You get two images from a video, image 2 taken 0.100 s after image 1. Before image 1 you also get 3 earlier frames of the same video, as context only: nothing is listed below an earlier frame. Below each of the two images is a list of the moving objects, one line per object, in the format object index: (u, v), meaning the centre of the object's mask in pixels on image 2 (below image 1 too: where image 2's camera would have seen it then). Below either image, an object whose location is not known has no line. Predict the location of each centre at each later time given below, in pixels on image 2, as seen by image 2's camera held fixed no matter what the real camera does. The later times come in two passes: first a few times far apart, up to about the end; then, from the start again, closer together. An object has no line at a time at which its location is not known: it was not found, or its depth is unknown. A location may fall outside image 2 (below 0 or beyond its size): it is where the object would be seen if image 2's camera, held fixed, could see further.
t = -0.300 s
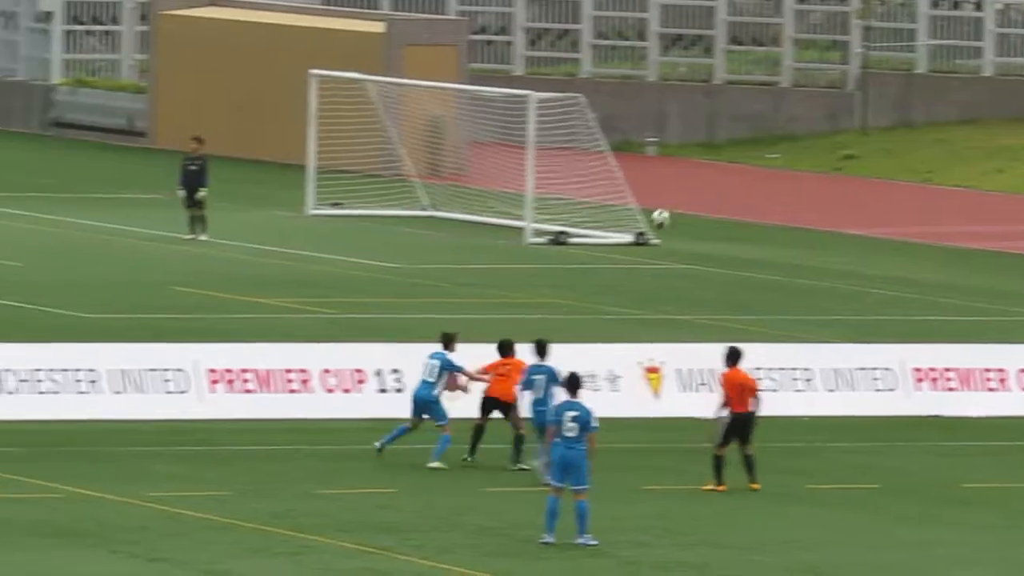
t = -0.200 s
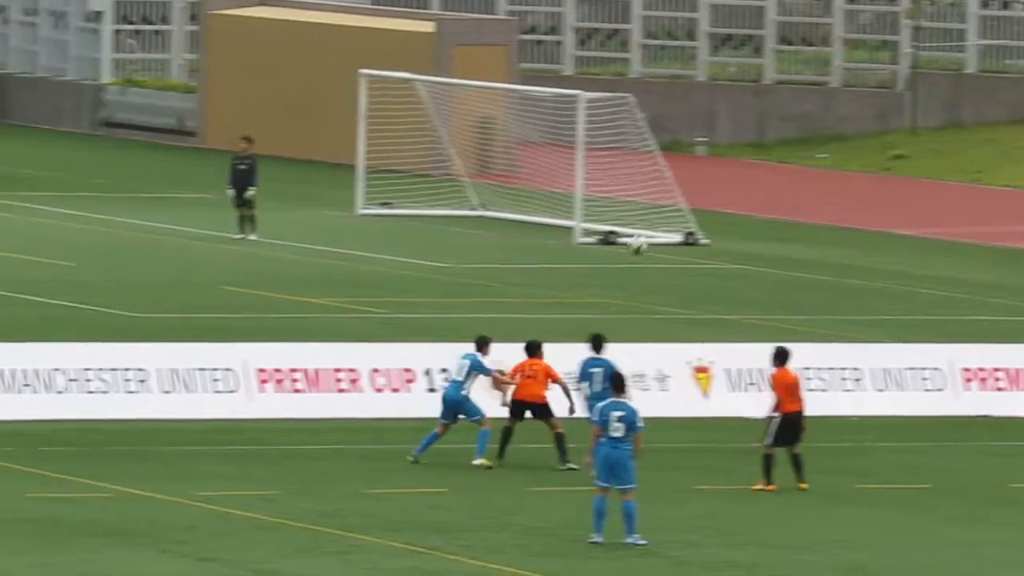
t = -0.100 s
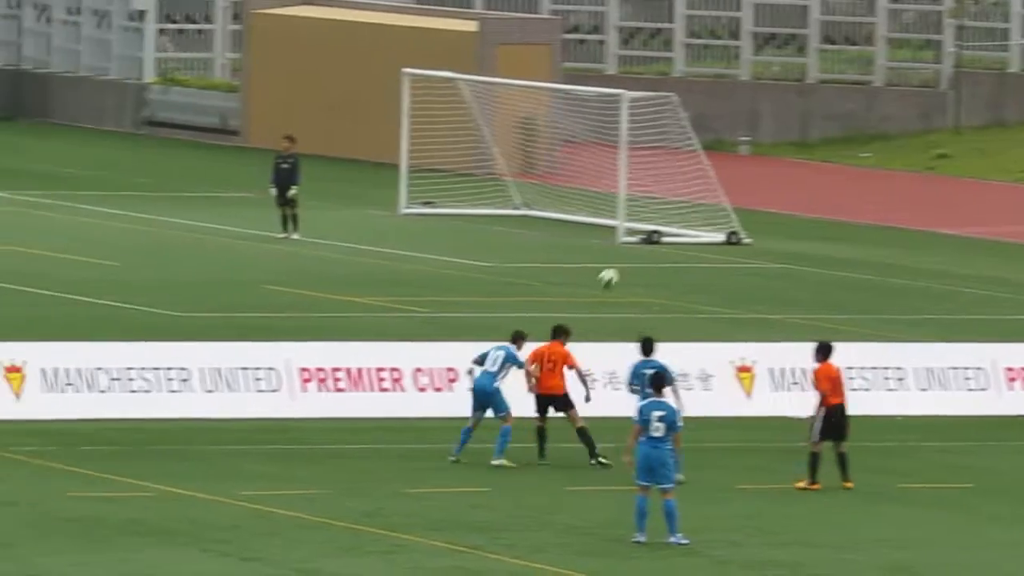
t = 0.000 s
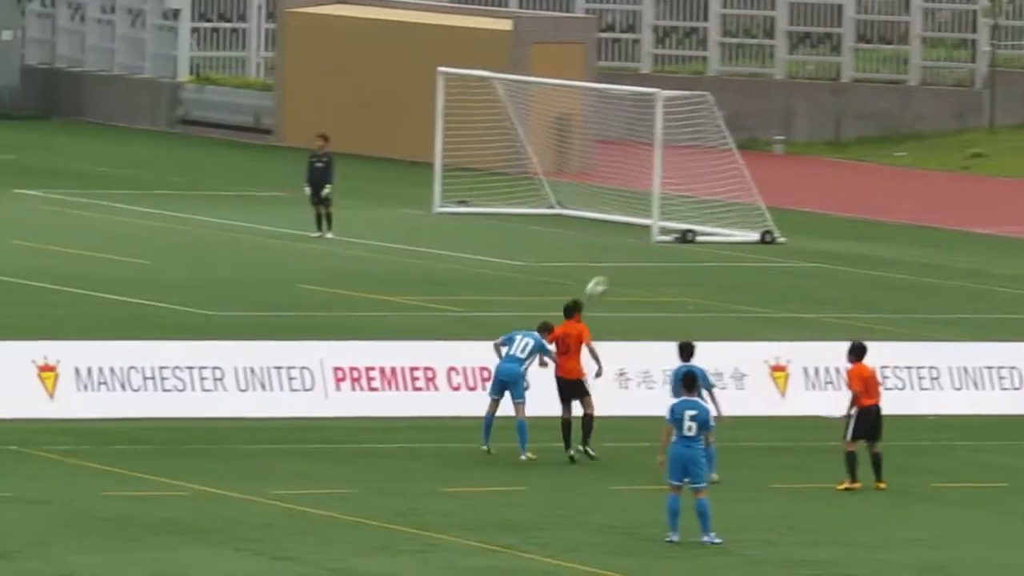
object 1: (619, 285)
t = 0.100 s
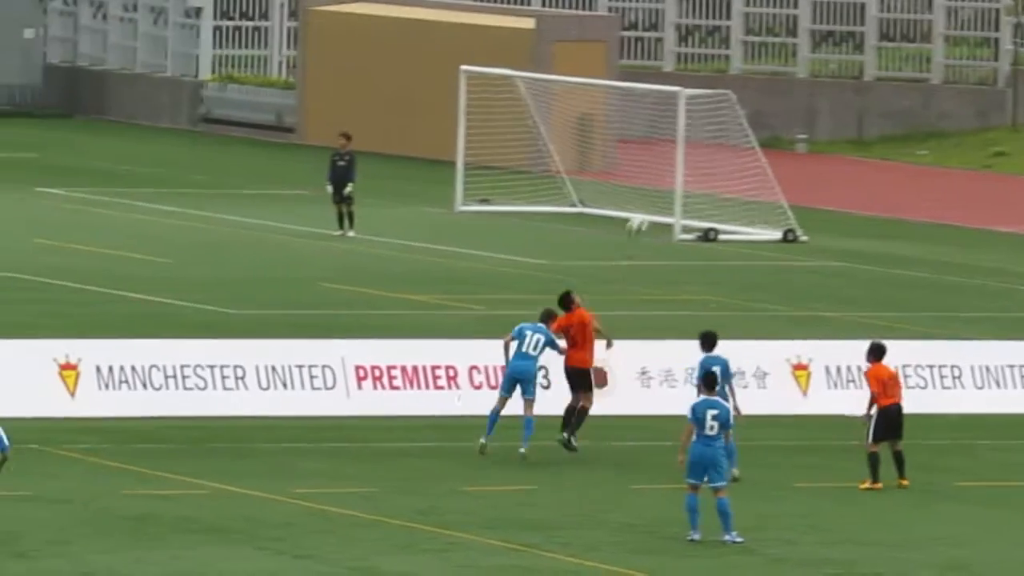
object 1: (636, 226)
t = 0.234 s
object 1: (664, 158)
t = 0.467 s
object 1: (710, 78)
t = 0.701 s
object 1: (760, 47)
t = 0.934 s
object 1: (812, 62)
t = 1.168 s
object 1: (866, 128)
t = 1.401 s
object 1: (919, 252)
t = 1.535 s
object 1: (948, 350)
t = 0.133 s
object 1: (644, 207)
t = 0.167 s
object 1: (649, 191)
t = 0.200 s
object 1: (657, 173)
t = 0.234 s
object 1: (664, 158)
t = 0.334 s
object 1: (684, 119)
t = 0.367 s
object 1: (691, 107)
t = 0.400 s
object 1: (697, 97)
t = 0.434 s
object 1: (704, 86)
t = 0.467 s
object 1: (710, 78)
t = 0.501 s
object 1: (718, 71)
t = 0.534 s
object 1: (725, 65)
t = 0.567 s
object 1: (732, 60)
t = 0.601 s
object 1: (739, 55)
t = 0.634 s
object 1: (746, 50)
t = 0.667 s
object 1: (753, 48)
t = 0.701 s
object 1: (760, 47)
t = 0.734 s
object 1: (767, 46)
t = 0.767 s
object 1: (775, 47)
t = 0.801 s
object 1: (782, 48)
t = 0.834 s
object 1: (789, 49)
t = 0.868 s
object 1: (796, 54)
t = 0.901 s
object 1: (804, 58)
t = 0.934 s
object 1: (812, 62)
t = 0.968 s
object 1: (819, 68)
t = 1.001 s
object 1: (827, 76)
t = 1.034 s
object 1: (835, 84)
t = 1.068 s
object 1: (843, 93)
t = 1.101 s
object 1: (850, 104)
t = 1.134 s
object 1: (858, 117)
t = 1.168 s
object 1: (866, 128)
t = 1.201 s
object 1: (874, 142)
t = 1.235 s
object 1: (881, 159)
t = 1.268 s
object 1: (889, 176)
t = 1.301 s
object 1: (896, 193)
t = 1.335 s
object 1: (904, 210)
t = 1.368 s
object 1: (911, 232)
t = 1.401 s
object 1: (919, 252)
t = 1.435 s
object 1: (925, 276)
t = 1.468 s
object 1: (933, 299)
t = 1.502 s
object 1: (941, 323)
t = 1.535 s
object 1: (948, 350)
